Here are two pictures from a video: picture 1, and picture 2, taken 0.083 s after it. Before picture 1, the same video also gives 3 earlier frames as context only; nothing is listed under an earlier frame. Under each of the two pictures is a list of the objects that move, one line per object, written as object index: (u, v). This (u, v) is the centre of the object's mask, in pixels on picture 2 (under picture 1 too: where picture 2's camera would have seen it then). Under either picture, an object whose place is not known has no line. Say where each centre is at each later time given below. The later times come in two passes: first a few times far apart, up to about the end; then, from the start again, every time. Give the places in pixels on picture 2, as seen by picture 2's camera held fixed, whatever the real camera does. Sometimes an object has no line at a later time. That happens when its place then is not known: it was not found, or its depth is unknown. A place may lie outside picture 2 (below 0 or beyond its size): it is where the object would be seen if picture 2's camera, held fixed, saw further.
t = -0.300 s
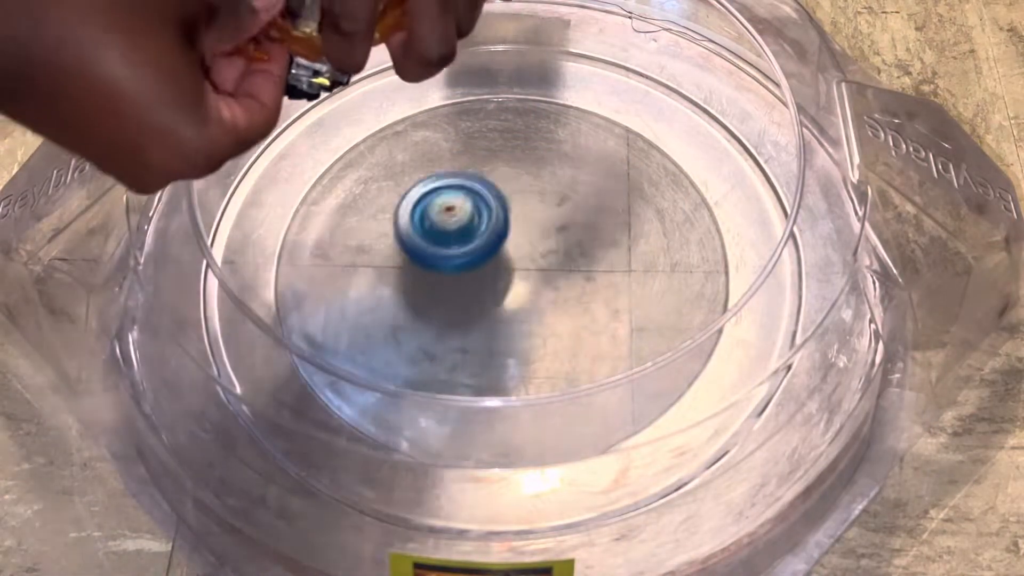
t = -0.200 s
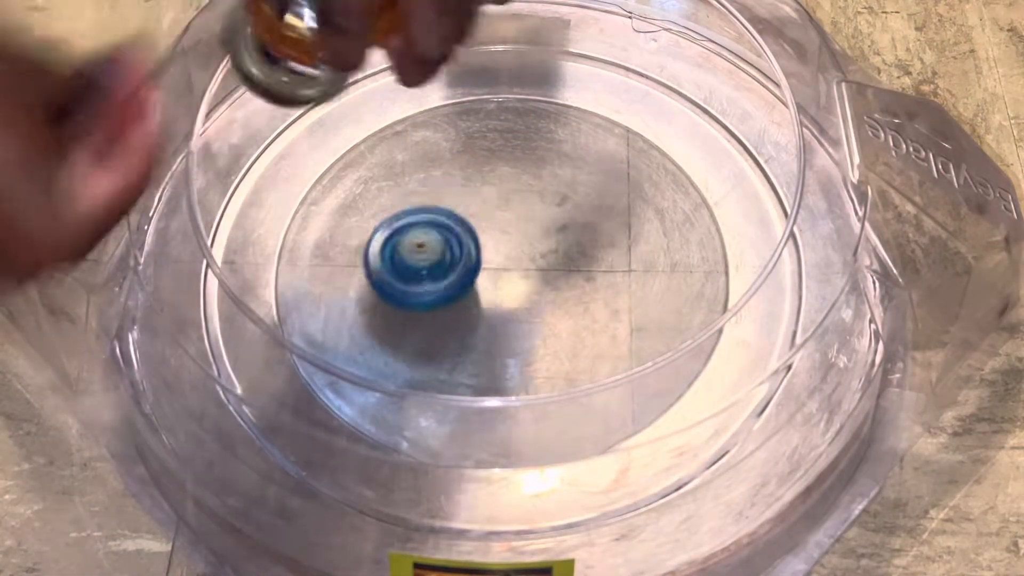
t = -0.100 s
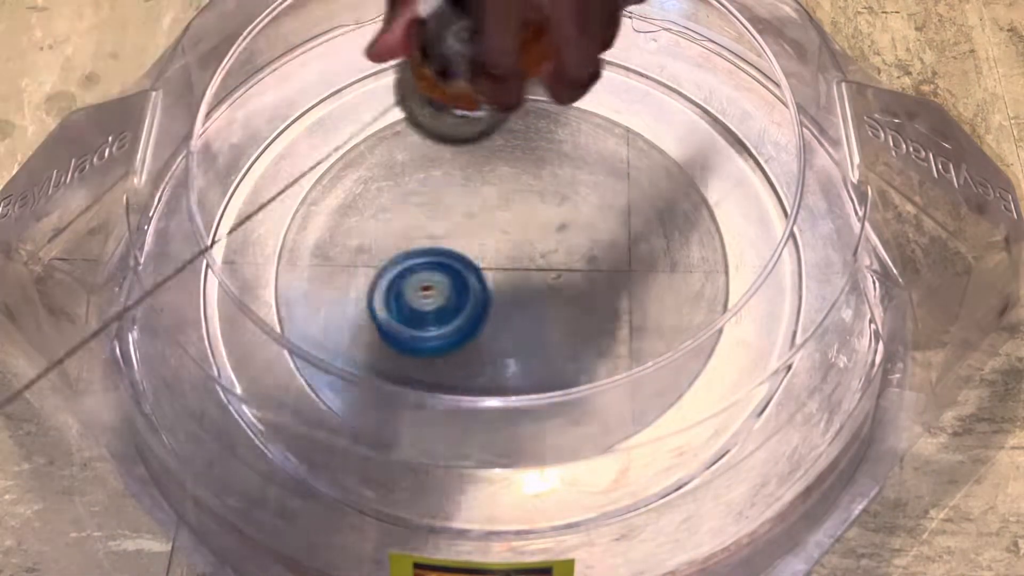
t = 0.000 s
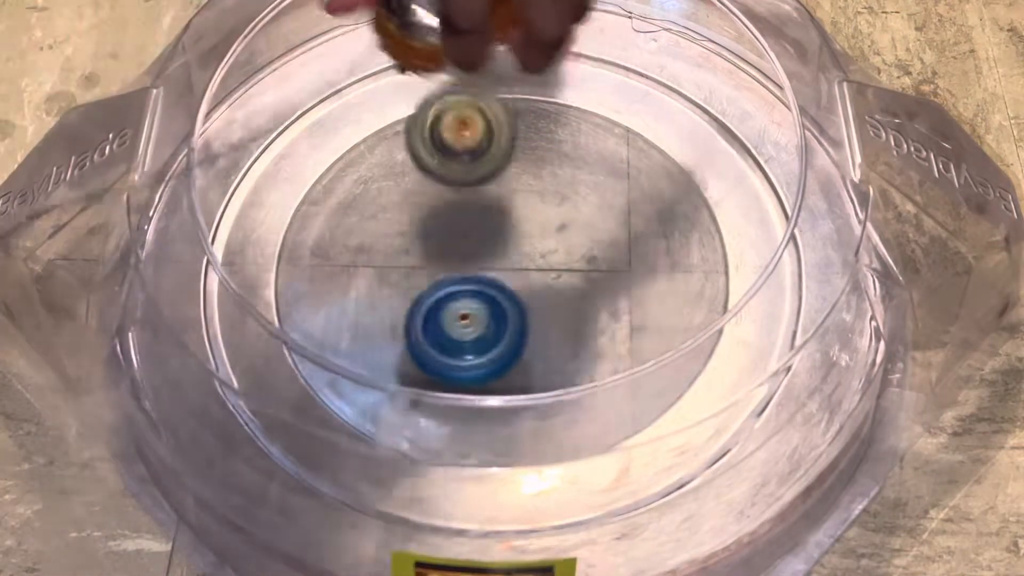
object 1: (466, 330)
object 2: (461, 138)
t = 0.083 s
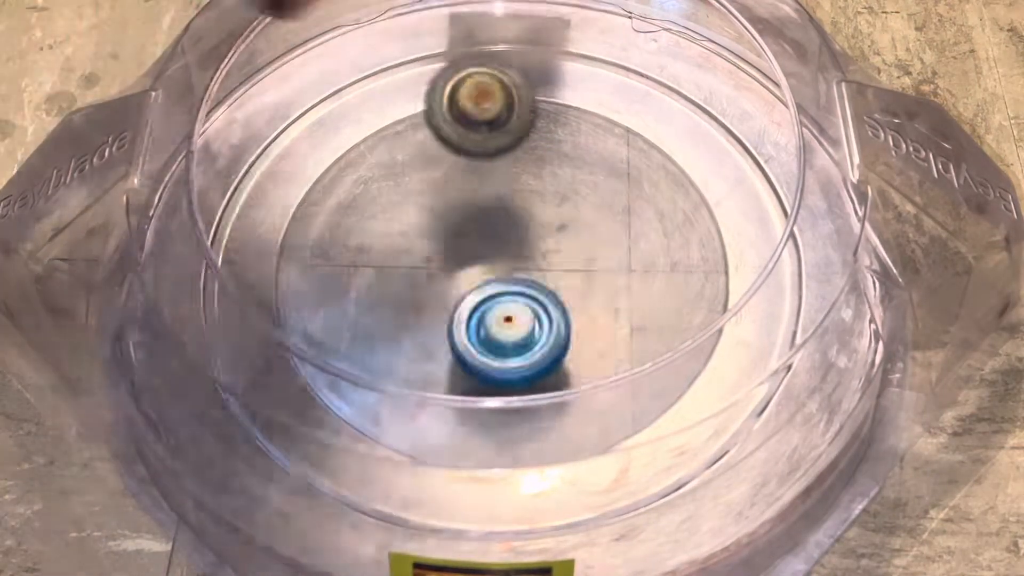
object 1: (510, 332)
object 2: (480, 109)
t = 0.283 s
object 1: (574, 271)
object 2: (528, 163)
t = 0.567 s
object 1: (596, 418)
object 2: (440, 22)
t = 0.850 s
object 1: (527, 300)
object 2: (499, 56)
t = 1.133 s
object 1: (448, 221)
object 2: (707, 84)
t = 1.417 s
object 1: (489, 320)
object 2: (706, 153)
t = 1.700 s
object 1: (368, 469)
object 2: (641, 55)
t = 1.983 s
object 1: (310, 476)
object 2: (580, 28)
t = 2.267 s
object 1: (581, 472)
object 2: (627, 129)
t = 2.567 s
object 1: (503, 473)
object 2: (591, 78)
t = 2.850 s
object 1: (424, 465)
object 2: (473, 282)
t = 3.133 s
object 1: (327, 506)
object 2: (549, 337)
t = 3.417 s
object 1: (339, 440)
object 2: (591, 137)
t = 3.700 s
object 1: (318, 395)
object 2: (403, 198)
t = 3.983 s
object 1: (342, 374)
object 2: (686, 253)
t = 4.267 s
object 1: (587, 216)
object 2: (731, 156)
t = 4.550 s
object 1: (443, 181)
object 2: (707, 146)
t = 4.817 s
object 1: (396, 452)
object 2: (735, 185)
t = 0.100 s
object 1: (519, 330)
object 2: (484, 108)
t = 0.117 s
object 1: (527, 328)
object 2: (490, 109)
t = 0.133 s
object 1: (535, 325)
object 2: (495, 119)
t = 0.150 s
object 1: (543, 319)
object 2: (500, 131)
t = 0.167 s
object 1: (550, 314)
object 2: (505, 140)
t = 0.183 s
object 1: (555, 309)
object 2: (508, 135)
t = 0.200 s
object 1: (560, 304)
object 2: (512, 133)
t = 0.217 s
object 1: (565, 296)
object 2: (515, 134)
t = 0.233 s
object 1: (568, 291)
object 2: (518, 141)
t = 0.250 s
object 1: (572, 285)
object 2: (522, 147)
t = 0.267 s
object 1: (573, 277)
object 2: (526, 159)
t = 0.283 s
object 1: (574, 271)
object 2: (528, 163)
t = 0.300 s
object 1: (574, 267)
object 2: (529, 166)
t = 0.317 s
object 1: (582, 283)
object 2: (523, 151)
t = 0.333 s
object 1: (588, 301)
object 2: (515, 137)
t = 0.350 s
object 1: (595, 318)
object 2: (510, 118)
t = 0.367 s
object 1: (597, 329)
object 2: (504, 98)
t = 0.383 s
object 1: (599, 339)
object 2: (498, 85)
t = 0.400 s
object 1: (603, 356)
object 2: (491, 68)
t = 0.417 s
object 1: (607, 369)
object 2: (482, 57)
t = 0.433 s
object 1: (607, 381)
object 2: (476, 49)
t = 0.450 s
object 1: (607, 391)
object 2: (469, 45)
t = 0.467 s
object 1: (606, 398)
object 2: (463, 37)
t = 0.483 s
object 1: (606, 402)
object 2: (458, 31)
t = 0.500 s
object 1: (604, 408)
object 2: (453, 28)
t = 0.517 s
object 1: (603, 413)
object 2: (448, 26)
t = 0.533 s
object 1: (600, 418)
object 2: (444, 26)
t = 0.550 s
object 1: (598, 418)
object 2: (441, 22)
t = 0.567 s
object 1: (596, 418)
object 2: (440, 22)
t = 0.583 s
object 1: (593, 417)
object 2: (438, 24)
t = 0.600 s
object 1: (590, 416)
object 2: (438, 25)
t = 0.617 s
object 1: (587, 415)
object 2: (438, 25)
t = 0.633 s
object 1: (583, 407)
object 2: (439, 27)
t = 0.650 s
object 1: (580, 402)
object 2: (441, 28)
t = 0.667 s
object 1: (576, 397)
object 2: (443, 29)
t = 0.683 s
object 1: (572, 390)
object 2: (445, 30)
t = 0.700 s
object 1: (568, 380)
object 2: (449, 31)
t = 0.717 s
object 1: (564, 370)
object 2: (453, 32)
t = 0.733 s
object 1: (559, 363)
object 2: (458, 33)
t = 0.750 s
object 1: (554, 350)
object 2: (463, 35)
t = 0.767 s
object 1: (550, 346)
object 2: (468, 38)
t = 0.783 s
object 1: (546, 341)
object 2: (474, 43)
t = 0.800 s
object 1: (542, 334)
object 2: (479, 44)
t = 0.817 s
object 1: (537, 320)
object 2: (486, 49)
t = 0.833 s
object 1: (532, 311)
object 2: (493, 53)
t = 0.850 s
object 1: (527, 300)
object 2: (499, 56)
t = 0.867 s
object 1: (522, 290)
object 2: (508, 61)
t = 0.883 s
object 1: (517, 279)
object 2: (516, 63)
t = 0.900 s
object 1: (511, 270)
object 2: (526, 67)
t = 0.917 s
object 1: (505, 260)
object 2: (535, 71)
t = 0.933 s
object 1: (500, 252)
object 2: (546, 73)
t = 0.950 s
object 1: (494, 243)
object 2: (557, 76)
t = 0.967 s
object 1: (489, 237)
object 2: (568, 79)
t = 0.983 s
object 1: (483, 231)
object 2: (580, 81)
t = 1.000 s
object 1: (479, 226)
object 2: (593, 83)
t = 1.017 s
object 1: (473, 222)
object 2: (608, 85)
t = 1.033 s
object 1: (469, 218)
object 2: (621, 86)
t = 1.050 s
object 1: (464, 217)
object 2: (636, 87)
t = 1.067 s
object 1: (460, 216)
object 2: (651, 87)
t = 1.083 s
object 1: (456, 216)
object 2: (666, 88)
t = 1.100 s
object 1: (453, 216)
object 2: (683, 88)
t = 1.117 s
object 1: (450, 219)
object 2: (698, 87)
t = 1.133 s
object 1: (448, 221)
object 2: (707, 84)
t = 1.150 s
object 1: (447, 226)
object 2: (715, 86)
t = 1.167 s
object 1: (445, 230)
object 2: (723, 92)
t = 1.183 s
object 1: (445, 235)
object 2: (730, 98)
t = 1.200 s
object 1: (444, 241)
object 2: (737, 99)
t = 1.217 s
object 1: (445, 247)
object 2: (743, 103)
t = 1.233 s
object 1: (446, 255)
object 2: (749, 109)
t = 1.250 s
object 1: (447, 262)
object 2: (752, 110)
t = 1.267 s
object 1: (450, 269)
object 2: (750, 113)
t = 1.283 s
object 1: (452, 276)
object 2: (747, 118)
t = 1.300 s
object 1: (455, 283)
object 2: (745, 120)
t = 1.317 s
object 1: (459, 290)
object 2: (741, 127)
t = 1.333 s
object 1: (463, 295)
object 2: (736, 133)
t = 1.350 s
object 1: (468, 303)
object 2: (731, 135)
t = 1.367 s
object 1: (473, 307)
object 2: (723, 141)
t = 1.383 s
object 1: (479, 313)
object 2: (717, 145)
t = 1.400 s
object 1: (484, 317)
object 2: (712, 148)
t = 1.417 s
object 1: (489, 320)
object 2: (706, 153)
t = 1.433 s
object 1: (496, 324)
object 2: (700, 156)
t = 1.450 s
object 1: (501, 325)
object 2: (695, 161)
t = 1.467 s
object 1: (507, 326)
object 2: (689, 165)
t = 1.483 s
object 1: (513, 328)
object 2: (682, 171)
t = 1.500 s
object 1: (518, 327)
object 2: (673, 175)
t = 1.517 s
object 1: (523, 327)
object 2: (664, 181)
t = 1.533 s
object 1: (528, 325)
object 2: (652, 186)
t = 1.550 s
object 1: (532, 322)
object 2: (641, 192)
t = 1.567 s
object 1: (536, 320)
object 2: (630, 197)
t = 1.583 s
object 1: (539, 317)
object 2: (617, 203)
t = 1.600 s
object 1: (542, 313)
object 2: (605, 208)
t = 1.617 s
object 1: (539, 314)
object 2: (594, 210)
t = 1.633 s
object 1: (503, 348)
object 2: (604, 175)
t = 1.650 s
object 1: (473, 365)
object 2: (613, 145)
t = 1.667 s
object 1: (436, 410)
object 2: (624, 113)
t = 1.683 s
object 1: (401, 441)
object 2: (633, 83)
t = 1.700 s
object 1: (368, 469)
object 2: (641, 55)
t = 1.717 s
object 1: (328, 506)
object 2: (648, 36)
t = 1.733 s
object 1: (317, 513)
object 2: (648, 30)
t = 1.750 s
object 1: (322, 492)
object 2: (634, 34)
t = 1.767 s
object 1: (336, 460)
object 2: (618, 44)
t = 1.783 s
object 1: (347, 437)
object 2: (600, 60)
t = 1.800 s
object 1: (356, 417)
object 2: (583, 74)
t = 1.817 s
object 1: (369, 394)
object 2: (569, 88)
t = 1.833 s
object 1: (381, 371)
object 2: (554, 101)
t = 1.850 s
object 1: (396, 344)
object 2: (538, 121)
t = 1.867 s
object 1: (403, 334)
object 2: (523, 144)
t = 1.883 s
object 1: (417, 313)
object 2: (508, 163)
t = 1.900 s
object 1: (432, 292)
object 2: (490, 182)
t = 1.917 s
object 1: (418, 311)
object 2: (498, 170)
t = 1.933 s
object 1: (396, 340)
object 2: (516, 132)
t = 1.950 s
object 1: (367, 386)
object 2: (540, 92)
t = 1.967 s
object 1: (341, 428)
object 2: (560, 51)
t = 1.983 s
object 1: (310, 476)
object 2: (580, 28)
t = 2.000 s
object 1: (297, 507)
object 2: (594, 20)
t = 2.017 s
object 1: (323, 499)
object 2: (596, 28)
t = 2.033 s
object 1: (359, 473)
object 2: (597, 38)
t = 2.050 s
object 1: (389, 456)
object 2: (597, 55)
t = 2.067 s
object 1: (421, 435)
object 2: (596, 82)
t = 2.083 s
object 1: (451, 417)
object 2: (598, 105)
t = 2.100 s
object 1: (479, 405)
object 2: (596, 130)
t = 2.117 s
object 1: (507, 382)
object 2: (596, 157)
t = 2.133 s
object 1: (531, 356)
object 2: (593, 183)
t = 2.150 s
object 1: (554, 344)
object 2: (591, 206)
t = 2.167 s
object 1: (574, 334)
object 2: (590, 226)
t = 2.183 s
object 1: (574, 350)
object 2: (598, 204)
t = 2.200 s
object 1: (579, 385)
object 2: (607, 187)
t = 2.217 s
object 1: (581, 407)
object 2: (614, 172)
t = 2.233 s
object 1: (581, 429)
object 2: (619, 156)
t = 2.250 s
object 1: (582, 452)
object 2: (624, 141)
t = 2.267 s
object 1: (581, 472)
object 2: (627, 129)
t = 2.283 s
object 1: (582, 497)
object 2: (630, 116)
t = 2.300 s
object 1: (583, 510)
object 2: (630, 105)
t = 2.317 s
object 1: (584, 520)
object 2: (629, 96)
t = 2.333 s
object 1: (583, 523)
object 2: (629, 89)
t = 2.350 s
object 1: (577, 520)
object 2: (629, 81)
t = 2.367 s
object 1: (572, 518)
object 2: (630, 73)
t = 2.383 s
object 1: (565, 513)
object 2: (630, 67)
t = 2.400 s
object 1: (559, 505)
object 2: (631, 60)
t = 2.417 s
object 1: (553, 500)
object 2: (632, 55)
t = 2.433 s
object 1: (548, 497)
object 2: (627, 54)
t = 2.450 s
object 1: (542, 497)
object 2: (621, 56)
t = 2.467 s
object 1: (536, 495)
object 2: (616, 61)
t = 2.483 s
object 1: (531, 484)
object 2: (610, 61)
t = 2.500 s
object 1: (526, 479)
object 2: (606, 64)
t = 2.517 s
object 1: (520, 477)
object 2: (601, 68)
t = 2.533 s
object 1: (514, 477)
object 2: (597, 70)
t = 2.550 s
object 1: (509, 476)
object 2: (594, 74)
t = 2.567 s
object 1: (503, 473)
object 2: (591, 78)
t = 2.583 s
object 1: (497, 471)
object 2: (588, 81)
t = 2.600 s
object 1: (492, 471)
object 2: (586, 87)
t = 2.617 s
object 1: (487, 471)
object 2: (583, 94)
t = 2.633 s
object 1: (481, 469)
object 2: (580, 101)
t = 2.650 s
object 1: (476, 468)
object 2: (575, 110)
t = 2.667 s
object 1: (471, 468)
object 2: (570, 121)
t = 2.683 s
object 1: (466, 468)
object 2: (564, 130)
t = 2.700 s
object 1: (461, 468)
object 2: (557, 145)
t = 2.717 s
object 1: (456, 467)
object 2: (548, 155)
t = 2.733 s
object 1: (452, 467)
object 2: (540, 168)
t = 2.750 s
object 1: (447, 466)
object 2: (530, 184)
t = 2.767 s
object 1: (444, 467)
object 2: (520, 197)
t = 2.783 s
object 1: (439, 467)
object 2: (510, 213)
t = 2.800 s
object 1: (435, 466)
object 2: (500, 231)
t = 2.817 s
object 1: (431, 465)
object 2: (490, 248)
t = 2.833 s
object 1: (427, 465)
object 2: (481, 266)
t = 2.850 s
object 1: (424, 465)
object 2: (473, 282)
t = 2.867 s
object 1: (420, 464)
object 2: (464, 297)
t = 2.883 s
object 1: (416, 464)
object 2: (457, 316)
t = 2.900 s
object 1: (412, 463)
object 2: (452, 329)
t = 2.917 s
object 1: (410, 464)
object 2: (447, 340)
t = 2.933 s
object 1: (406, 462)
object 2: (445, 350)
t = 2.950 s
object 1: (402, 460)
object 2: (444, 356)
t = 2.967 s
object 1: (392, 462)
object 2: (448, 359)
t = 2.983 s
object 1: (380, 468)
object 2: (455, 360)
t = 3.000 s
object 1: (369, 480)
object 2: (463, 360)
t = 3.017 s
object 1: (359, 491)
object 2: (472, 361)
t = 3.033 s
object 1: (352, 491)
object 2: (481, 360)
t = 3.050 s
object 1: (345, 495)
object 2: (490, 359)
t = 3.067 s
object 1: (339, 499)
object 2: (501, 357)
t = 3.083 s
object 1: (335, 506)
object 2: (514, 354)
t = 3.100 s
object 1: (331, 512)
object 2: (525, 351)
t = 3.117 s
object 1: (326, 512)
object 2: (537, 346)
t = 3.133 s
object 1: (327, 506)
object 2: (549, 337)
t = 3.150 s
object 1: (329, 503)
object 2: (561, 329)
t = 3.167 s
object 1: (331, 501)
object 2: (571, 317)
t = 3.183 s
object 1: (331, 495)
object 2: (581, 306)
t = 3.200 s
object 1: (331, 489)
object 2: (590, 295)
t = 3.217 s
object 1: (332, 486)
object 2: (598, 279)
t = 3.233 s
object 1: (333, 484)
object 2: (606, 267)
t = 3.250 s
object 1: (332, 479)
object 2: (611, 252)
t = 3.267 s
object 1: (333, 474)
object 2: (615, 239)
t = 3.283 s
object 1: (335, 470)
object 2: (617, 222)
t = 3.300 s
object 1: (338, 467)
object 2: (618, 210)
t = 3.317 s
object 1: (339, 462)
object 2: (619, 197)
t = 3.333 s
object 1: (339, 457)
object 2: (617, 185)
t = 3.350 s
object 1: (341, 452)
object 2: (613, 175)
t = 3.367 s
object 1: (342, 450)
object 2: (609, 165)
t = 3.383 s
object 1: (342, 446)
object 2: (604, 153)
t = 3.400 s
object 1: (340, 443)
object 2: (599, 145)
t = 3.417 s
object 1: (339, 440)
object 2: (591, 137)
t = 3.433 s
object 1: (339, 438)
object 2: (583, 130)
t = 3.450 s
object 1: (339, 436)
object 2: (573, 124)
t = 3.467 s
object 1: (338, 434)
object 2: (563, 119)
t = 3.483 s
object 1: (337, 429)
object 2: (553, 115)
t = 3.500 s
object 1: (336, 425)
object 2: (542, 113)
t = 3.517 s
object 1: (335, 423)
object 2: (531, 115)
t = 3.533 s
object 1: (333, 421)
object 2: (516, 116)
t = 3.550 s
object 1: (331, 418)
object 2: (504, 117)
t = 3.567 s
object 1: (329, 415)
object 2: (492, 120)
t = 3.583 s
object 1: (327, 413)
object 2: (479, 125)
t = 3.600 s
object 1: (326, 412)
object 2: (465, 135)
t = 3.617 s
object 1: (325, 409)
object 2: (453, 141)
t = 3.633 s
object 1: (323, 407)
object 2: (440, 151)
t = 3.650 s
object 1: (321, 404)
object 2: (429, 159)
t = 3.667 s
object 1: (320, 402)
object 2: (419, 170)
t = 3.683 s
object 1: (319, 399)
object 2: (411, 185)
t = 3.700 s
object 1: (318, 395)
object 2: (403, 198)
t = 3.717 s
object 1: (316, 392)
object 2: (394, 214)
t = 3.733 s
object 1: (314, 390)
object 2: (389, 228)
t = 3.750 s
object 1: (313, 388)
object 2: (386, 244)
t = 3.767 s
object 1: (311, 385)
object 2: (385, 262)
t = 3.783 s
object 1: (309, 383)
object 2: (385, 282)
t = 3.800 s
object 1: (307, 381)
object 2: (387, 298)
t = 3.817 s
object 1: (289, 388)
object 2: (405, 307)
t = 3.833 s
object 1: (259, 404)
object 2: (433, 307)
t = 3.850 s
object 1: (227, 425)
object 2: (463, 304)
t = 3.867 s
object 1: (219, 435)
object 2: (495, 303)
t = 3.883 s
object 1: (231, 428)
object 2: (527, 301)
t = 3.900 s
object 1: (250, 418)
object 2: (559, 296)
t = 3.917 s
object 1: (272, 409)
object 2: (586, 287)
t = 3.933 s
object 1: (293, 401)
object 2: (615, 280)
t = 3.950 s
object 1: (312, 397)
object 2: (641, 271)
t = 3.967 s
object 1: (327, 385)
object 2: (665, 261)
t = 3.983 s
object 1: (342, 374)
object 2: (686, 253)
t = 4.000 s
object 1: (359, 366)
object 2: (706, 243)
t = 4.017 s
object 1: (376, 361)
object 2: (723, 232)
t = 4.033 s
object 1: (394, 357)
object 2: (737, 222)
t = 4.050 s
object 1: (412, 347)
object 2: (755, 216)
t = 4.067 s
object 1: (428, 342)
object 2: (769, 208)
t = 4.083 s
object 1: (444, 336)
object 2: (785, 199)
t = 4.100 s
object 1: (464, 329)
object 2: (787, 192)
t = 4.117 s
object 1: (482, 321)
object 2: (782, 186)
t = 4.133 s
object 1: (501, 310)
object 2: (775, 183)
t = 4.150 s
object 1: (516, 299)
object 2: (768, 183)
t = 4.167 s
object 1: (532, 288)
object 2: (763, 175)
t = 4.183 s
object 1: (544, 276)
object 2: (757, 171)
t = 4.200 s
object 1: (558, 264)
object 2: (747, 170)
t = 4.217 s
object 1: (569, 251)
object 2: (743, 165)
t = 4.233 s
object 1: (575, 238)
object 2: (740, 162)
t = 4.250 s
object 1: (583, 227)
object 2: (735, 159)
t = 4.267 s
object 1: (587, 216)
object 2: (731, 156)
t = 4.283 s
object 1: (591, 205)
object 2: (726, 153)
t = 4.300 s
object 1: (593, 194)
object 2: (723, 151)
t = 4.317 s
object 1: (591, 184)
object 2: (720, 148)
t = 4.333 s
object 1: (589, 175)
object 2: (717, 146)
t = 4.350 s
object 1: (586, 167)
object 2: (715, 144)
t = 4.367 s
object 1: (580, 160)
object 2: (713, 143)
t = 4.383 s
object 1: (572, 154)
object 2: (711, 142)
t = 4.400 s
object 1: (563, 150)
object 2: (709, 141)
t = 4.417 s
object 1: (553, 147)
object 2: (708, 140)
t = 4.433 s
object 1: (543, 146)
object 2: (708, 140)
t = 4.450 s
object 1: (529, 145)
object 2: (707, 140)
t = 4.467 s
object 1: (516, 148)
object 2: (707, 140)
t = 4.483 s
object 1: (502, 151)
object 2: (706, 141)
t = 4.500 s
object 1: (487, 155)
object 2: (706, 142)
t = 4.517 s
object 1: (471, 163)
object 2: (706, 143)
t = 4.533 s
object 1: (457, 172)
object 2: (707, 144)
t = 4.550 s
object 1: (443, 181)
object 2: (707, 146)
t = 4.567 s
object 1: (428, 193)
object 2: (708, 147)
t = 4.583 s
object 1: (415, 206)
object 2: (709, 149)
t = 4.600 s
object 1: (403, 220)
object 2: (711, 151)
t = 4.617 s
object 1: (391, 235)
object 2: (712, 153)
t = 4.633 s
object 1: (381, 252)
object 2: (713, 156)
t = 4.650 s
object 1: (373, 267)
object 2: (715, 158)
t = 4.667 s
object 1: (365, 285)
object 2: (716, 160)
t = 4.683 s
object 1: (362, 304)
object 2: (718, 163)
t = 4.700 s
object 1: (361, 316)
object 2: (720, 165)
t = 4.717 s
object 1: (362, 328)
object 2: (722, 168)
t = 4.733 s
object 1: (359, 352)
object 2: (724, 171)
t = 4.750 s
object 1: (361, 372)
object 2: (726, 174)
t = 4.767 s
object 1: (369, 390)
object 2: (729, 176)
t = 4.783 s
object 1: (376, 410)
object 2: (731, 179)
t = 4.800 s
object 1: (383, 433)
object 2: (733, 182)
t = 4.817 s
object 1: (396, 452)
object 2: (735, 185)
